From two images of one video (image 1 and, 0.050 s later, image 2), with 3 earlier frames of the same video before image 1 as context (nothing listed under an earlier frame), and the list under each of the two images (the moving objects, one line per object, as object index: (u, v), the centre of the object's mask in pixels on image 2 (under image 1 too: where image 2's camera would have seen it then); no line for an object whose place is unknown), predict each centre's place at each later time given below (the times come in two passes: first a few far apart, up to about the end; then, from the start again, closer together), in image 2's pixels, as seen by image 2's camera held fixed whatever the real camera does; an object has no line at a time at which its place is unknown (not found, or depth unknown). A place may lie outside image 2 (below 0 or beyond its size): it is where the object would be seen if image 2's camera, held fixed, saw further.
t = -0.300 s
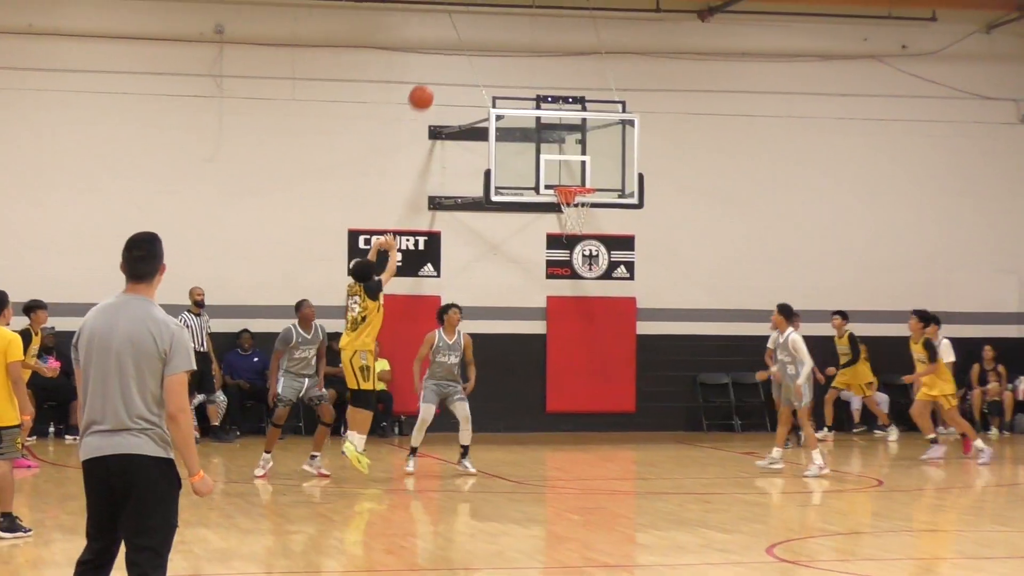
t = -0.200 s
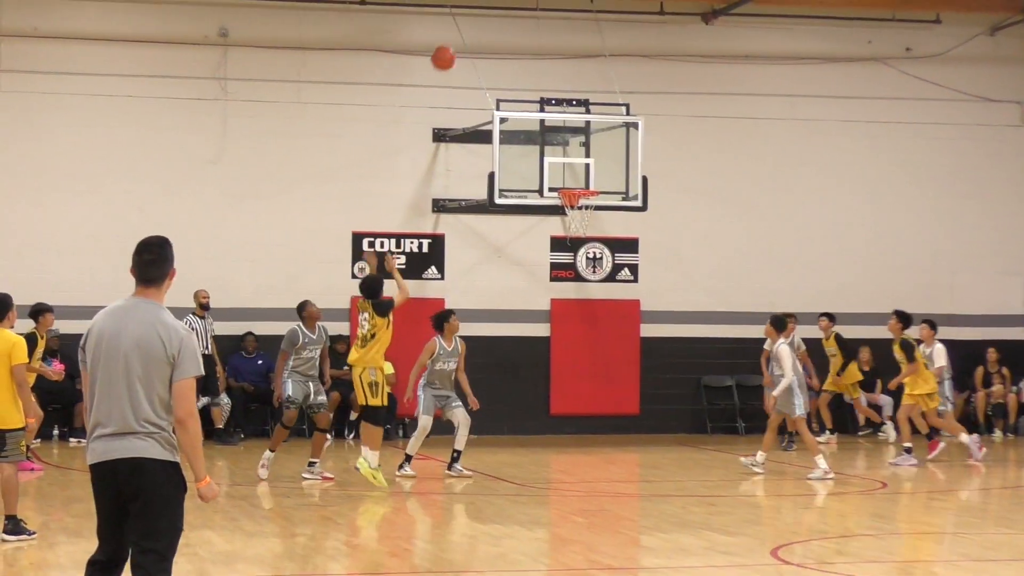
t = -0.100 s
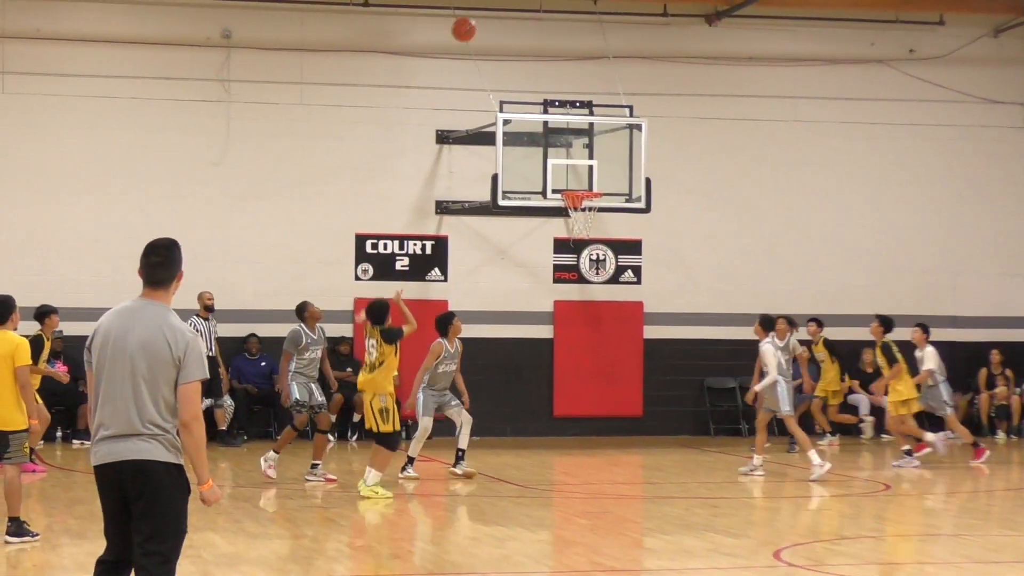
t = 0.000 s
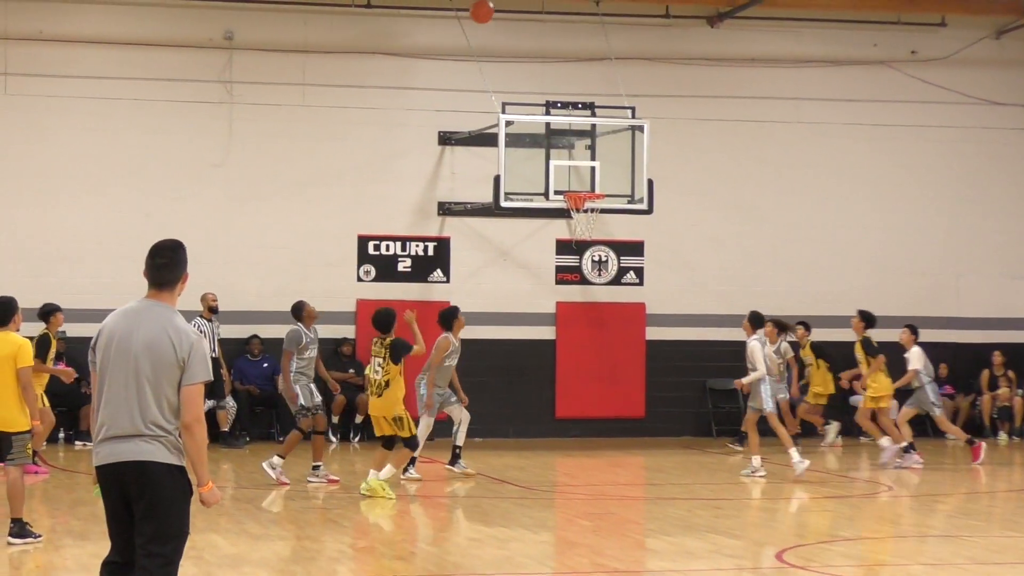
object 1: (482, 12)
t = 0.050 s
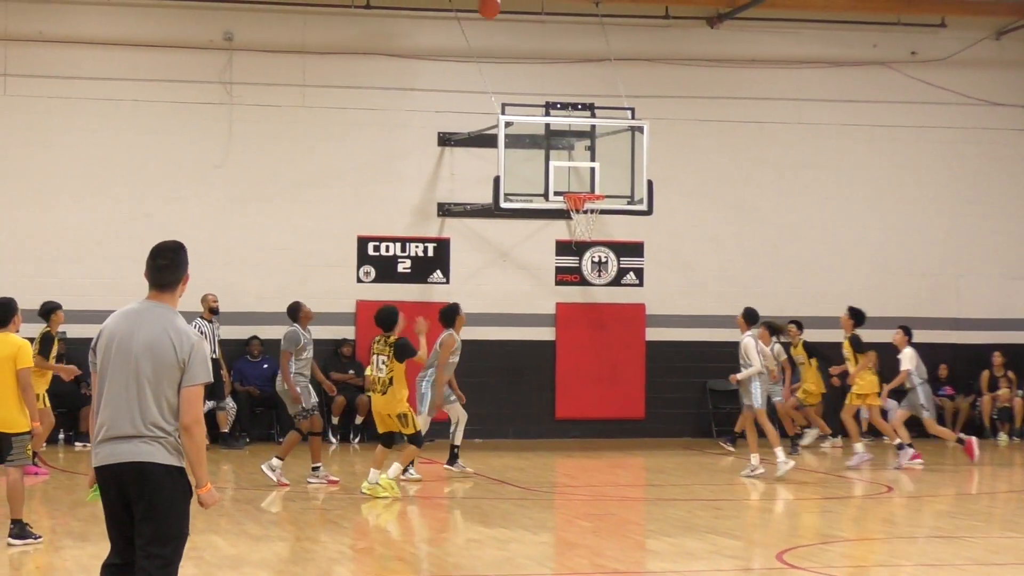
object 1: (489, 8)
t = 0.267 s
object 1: (519, 8)
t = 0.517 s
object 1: (551, 61)
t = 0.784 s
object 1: (580, 169)
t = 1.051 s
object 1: (617, 165)
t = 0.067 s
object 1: (492, 8)
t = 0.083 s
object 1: (494, 7)
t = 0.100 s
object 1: (497, 6)
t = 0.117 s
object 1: (499, 6)
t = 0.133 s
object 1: (501, 6)
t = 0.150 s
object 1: (504, 6)
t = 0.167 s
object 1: (506, 6)
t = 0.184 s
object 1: (508, 6)
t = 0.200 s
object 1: (510, 6)
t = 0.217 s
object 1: (513, 6)
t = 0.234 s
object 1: (515, 7)
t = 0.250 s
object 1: (517, 7)
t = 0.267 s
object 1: (519, 8)
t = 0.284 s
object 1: (522, 10)
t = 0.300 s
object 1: (524, 12)
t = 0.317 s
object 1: (526, 15)
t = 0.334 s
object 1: (528, 17)
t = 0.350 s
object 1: (531, 20)
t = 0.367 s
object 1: (533, 23)
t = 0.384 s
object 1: (535, 27)
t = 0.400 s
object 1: (537, 30)
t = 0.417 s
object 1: (539, 34)
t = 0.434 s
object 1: (541, 38)
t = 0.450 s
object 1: (543, 42)
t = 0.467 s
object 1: (545, 47)
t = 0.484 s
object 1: (547, 51)
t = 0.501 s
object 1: (549, 55)
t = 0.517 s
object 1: (551, 61)
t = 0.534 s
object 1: (553, 66)
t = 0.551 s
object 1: (555, 71)
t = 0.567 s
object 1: (558, 77)
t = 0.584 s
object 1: (559, 82)
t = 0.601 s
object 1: (561, 89)
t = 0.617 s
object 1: (563, 94)
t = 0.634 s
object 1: (565, 101)
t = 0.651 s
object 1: (566, 107)
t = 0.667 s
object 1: (568, 114)
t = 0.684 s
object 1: (570, 122)
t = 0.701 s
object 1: (572, 130)
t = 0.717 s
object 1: (574, 137)
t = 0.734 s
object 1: (575, 144)
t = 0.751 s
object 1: (577, 151)
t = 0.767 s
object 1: (578, 160)
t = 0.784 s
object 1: (580, 169)
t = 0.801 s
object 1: (582, 177)
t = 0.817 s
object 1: (584, 185)
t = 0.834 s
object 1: (585, 185)
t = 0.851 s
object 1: (587, 184)
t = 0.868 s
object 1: (590, 181)
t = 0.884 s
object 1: (592, 178)
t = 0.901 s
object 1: (594, 176)
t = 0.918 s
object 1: (597, 174)
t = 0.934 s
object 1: (599, 172)
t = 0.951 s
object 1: (602, 170)
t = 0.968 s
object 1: (605, 169)
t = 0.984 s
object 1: (607, 167)
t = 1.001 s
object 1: (609, 167)
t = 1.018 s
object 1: (612, 166)
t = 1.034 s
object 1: (614, 166)
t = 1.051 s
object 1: (617, 165)
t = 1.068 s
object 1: (619, 165)
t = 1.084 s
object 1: (622, 165)
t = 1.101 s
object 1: (623, 166)
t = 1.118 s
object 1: (627, 166)
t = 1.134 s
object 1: (629, 167)
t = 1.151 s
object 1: (631, 168)
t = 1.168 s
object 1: (634, 170)
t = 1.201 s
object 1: (639, 173)
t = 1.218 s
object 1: (642, 175)
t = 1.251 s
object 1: (646, 180)
